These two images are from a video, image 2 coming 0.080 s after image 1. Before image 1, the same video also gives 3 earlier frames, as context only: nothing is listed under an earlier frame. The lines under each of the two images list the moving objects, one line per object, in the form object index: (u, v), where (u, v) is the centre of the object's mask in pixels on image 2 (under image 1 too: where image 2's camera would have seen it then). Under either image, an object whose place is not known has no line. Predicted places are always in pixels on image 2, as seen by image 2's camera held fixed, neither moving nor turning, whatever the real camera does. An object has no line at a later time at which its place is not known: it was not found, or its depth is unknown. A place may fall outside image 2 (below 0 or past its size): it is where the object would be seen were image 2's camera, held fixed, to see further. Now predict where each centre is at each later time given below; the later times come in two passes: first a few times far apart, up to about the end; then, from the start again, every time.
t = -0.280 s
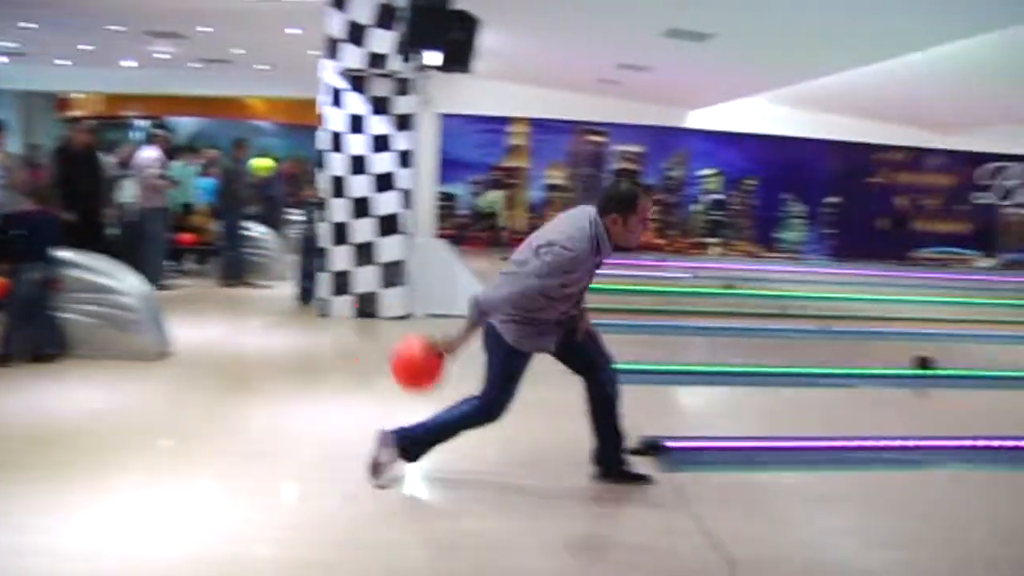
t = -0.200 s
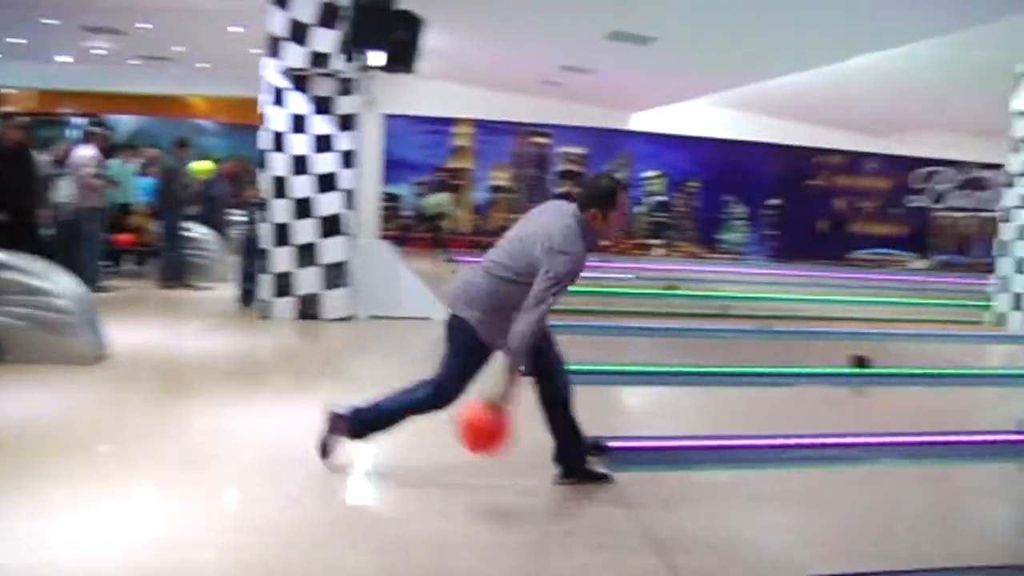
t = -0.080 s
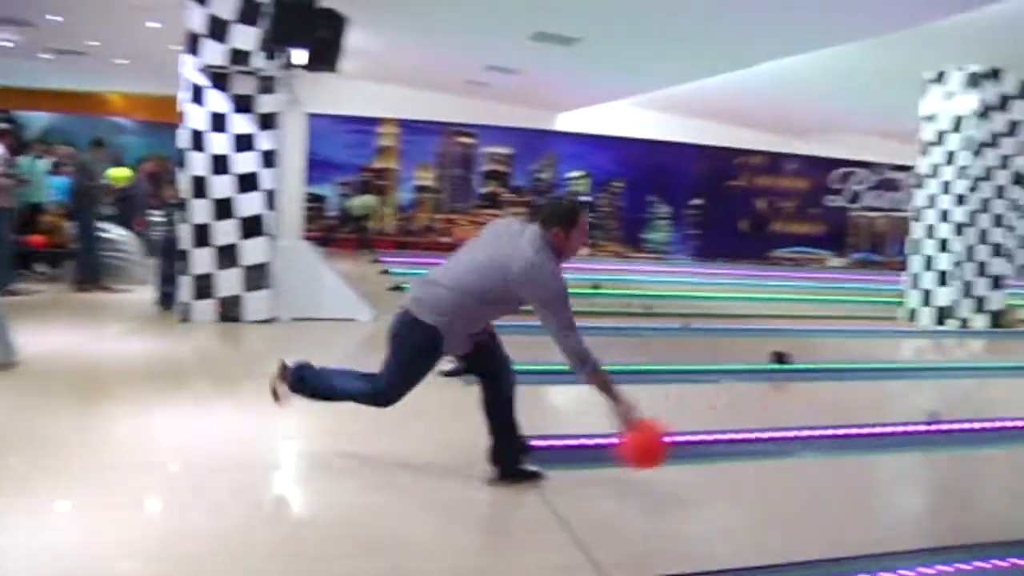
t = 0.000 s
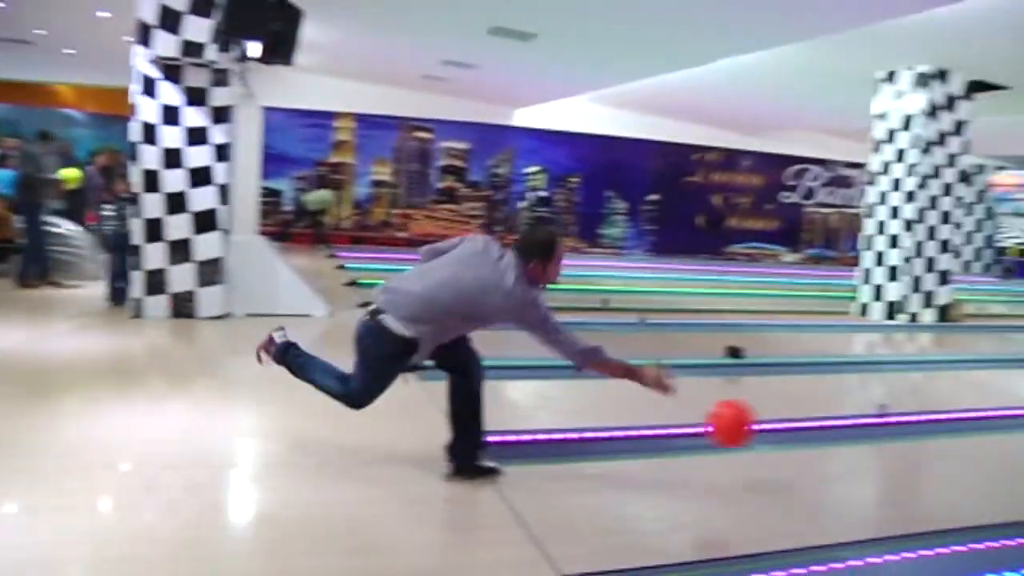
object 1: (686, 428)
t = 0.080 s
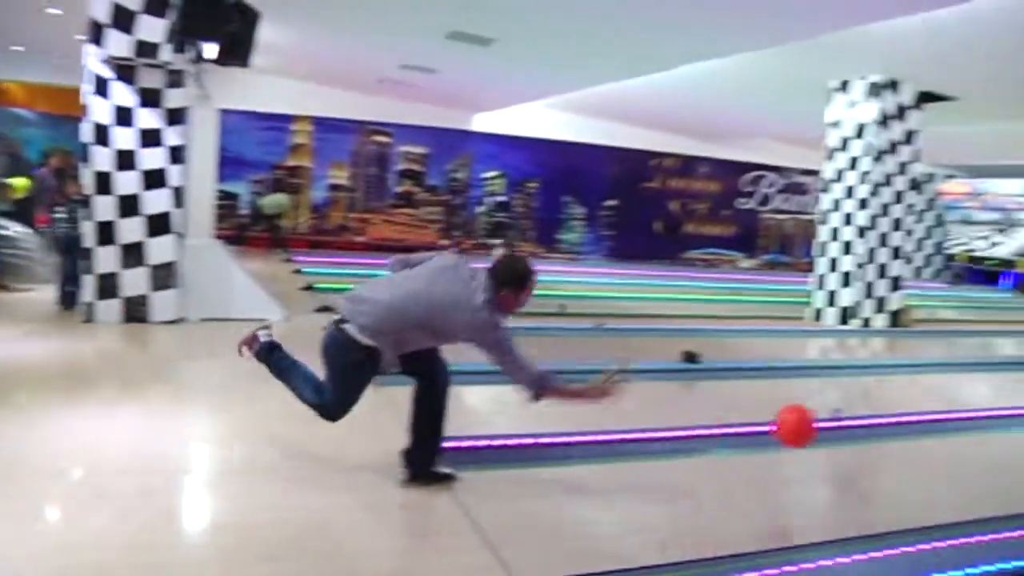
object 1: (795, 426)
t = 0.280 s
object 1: (999, 441)
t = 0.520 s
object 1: (1164, 420)
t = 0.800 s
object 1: (1291, 404)
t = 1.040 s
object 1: (1363, 393)
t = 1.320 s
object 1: (1424, 383)
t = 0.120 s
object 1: (843, 429)
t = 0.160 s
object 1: (887, 435)
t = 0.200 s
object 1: (926, 443)
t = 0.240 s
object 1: (963, 446)
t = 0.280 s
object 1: (999, 441)
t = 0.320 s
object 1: (1031, 437)
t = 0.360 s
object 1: (1061, 434)
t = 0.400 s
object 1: (1090, 430)
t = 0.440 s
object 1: (1117, 427)
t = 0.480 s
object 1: (1141, 423)
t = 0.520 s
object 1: (1164, 420)
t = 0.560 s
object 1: (1187, 418)
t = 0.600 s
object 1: (1207, 416)
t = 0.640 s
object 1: (1226, 413)
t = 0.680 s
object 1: (1244, 410)
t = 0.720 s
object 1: (1261, 407)
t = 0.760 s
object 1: (1278, 405)
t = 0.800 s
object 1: (1291, 404)
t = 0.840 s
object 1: (1306, 402)
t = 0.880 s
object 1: (1318, 400)
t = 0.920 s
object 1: (1331, 398)
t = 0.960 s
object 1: (1342, 396)
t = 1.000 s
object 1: (1353, 395)
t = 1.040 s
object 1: (1363, 393)
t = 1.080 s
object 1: (1375, 391)
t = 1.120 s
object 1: (1384, 390)
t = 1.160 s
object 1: (1393, 389)
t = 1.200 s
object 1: (1400, 388)
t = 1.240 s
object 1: (1409, 385)
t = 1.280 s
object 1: (1418, 383)
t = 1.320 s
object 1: (1424, 383)
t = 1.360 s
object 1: (1430, 383)
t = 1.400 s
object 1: (1440, 381)
